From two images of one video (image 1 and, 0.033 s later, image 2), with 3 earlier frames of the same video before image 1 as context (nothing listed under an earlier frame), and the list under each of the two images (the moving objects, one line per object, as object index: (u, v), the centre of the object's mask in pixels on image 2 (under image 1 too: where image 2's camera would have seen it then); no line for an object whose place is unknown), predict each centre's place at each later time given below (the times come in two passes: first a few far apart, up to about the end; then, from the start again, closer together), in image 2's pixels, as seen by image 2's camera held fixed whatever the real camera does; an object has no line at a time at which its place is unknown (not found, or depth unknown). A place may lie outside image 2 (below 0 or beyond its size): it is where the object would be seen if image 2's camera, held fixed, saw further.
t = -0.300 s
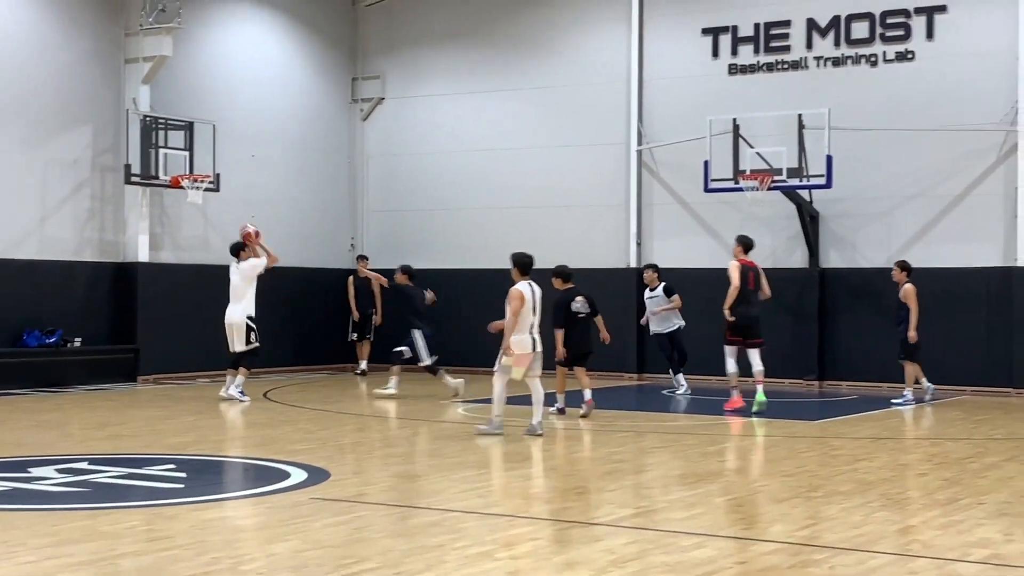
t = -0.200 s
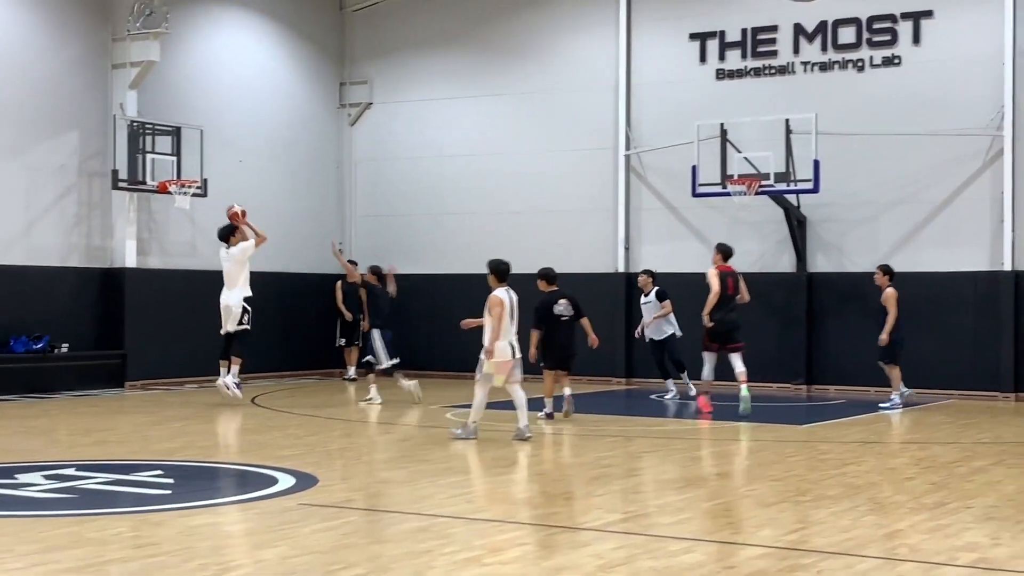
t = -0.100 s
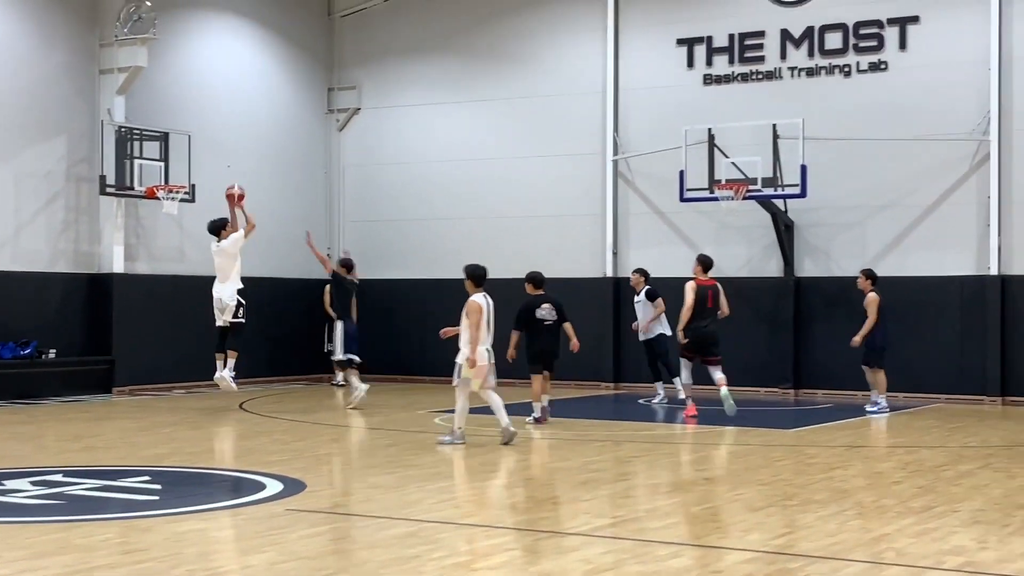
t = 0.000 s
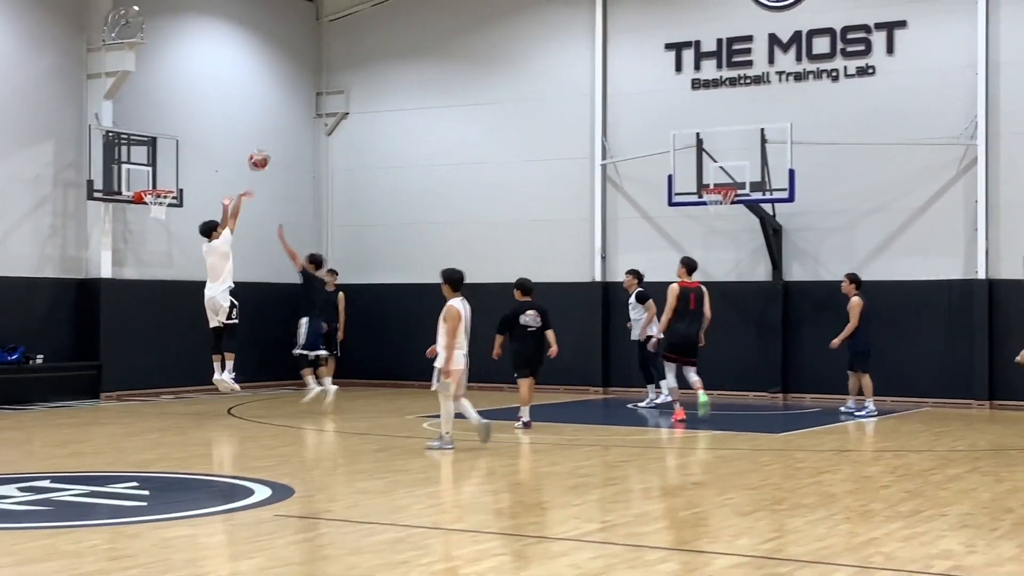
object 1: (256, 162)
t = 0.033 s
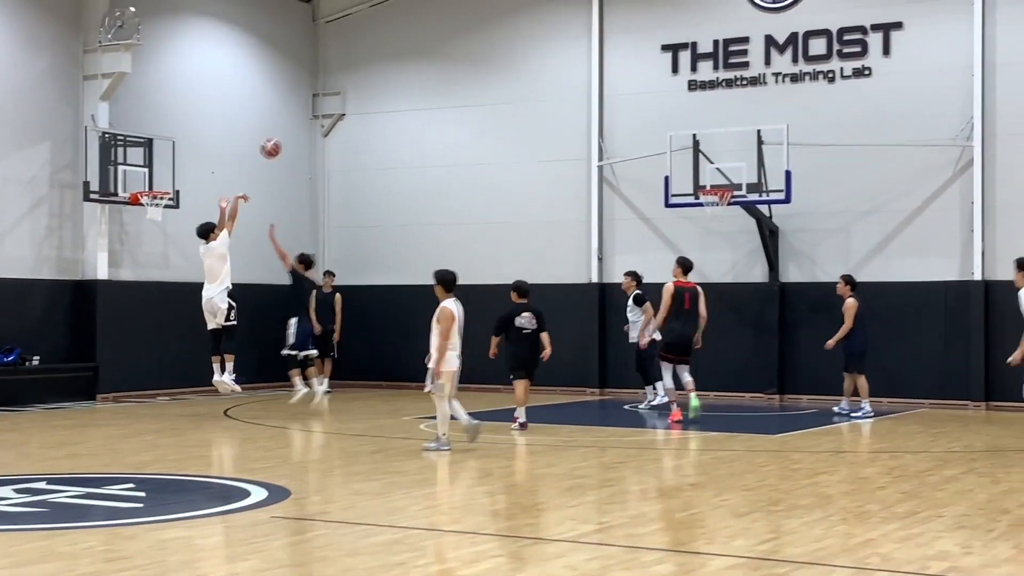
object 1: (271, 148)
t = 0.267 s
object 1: (374, 83)
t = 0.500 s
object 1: (471, 60)
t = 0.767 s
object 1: (576, 81)
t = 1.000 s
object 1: (664, 138)
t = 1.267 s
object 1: (692, 209)
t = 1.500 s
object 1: (681, 205)
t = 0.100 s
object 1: (301, 125)
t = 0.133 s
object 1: (316, 115)
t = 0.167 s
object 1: (330, 106)
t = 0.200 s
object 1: (346, 97)
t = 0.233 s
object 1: (359, 90)
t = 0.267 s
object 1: (374, 83)
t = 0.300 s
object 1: (388, 78)
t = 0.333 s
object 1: (401, 73)
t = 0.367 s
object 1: (416, 68)
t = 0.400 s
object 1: (430, 65)
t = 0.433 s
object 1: (443, 63)
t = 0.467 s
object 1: (457, 61)
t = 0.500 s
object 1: (471, 60)
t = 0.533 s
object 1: (484, 60)
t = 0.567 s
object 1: (497, 61)
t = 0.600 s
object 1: (511, 62)
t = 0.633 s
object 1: (524, 65)
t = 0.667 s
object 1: (538, 68)
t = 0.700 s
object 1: (551, 72)
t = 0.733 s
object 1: (563, 77)
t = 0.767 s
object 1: (576, 81)
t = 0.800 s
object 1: (588, 88)
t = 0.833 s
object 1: (602, 95)
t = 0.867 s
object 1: (614, 102)
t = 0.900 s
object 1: (626, 110)
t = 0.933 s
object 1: (639, 118)
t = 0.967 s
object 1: (651, 128)
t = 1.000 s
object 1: (664, 138)
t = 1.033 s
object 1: (675, 149)
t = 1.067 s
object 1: (687, 162)
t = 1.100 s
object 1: (701, 173)
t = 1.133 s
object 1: (713, 185)
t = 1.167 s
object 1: (716, 198)
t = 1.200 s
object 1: (704, 208)
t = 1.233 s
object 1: (695, 212)
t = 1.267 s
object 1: (692, 209)
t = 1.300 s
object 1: (689, 204)
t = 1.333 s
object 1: (690, 201)
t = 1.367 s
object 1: (689, 200)
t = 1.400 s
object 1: (687, 199)
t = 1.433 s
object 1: (685, 200)
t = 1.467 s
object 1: (684, 202)
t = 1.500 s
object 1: (681, 205)
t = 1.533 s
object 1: (680, 208)
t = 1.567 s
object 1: (678, 212)
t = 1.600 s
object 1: (677, 216)
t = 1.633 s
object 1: (675, 221)
